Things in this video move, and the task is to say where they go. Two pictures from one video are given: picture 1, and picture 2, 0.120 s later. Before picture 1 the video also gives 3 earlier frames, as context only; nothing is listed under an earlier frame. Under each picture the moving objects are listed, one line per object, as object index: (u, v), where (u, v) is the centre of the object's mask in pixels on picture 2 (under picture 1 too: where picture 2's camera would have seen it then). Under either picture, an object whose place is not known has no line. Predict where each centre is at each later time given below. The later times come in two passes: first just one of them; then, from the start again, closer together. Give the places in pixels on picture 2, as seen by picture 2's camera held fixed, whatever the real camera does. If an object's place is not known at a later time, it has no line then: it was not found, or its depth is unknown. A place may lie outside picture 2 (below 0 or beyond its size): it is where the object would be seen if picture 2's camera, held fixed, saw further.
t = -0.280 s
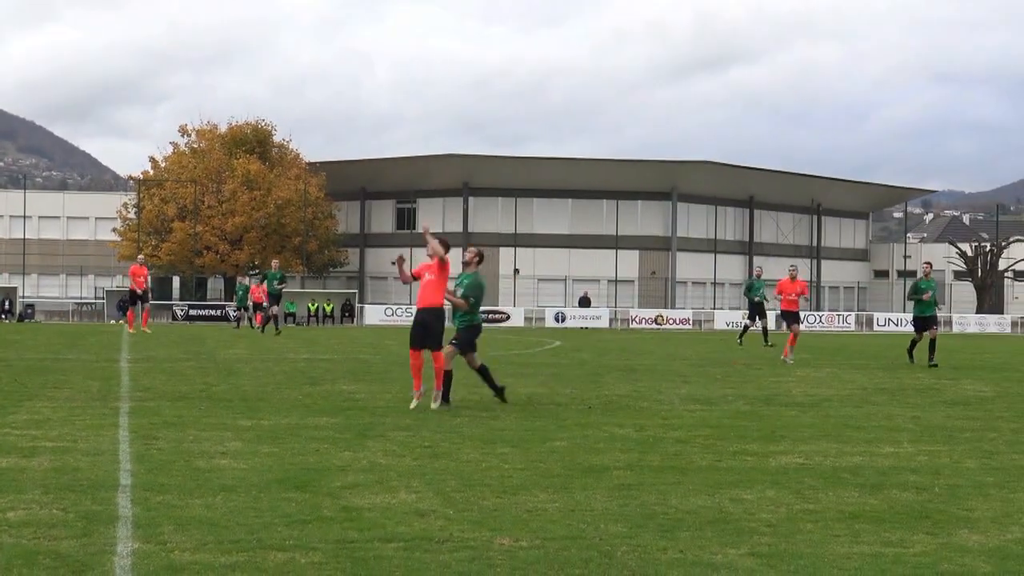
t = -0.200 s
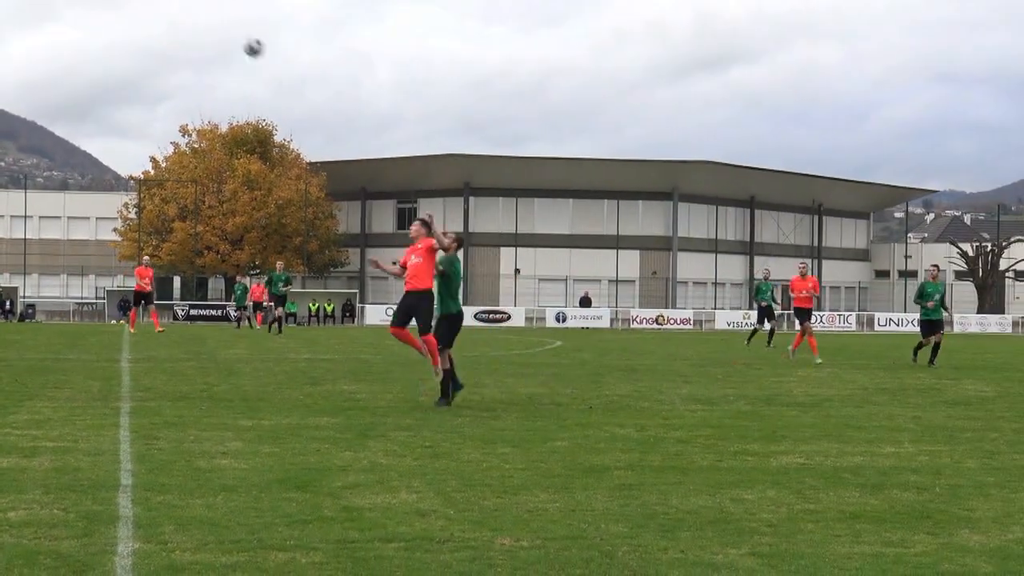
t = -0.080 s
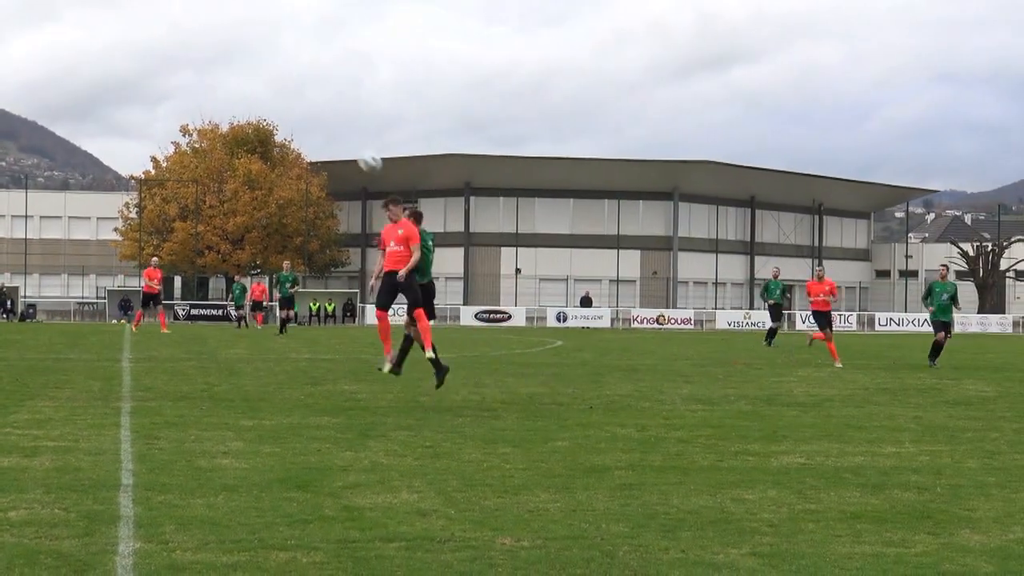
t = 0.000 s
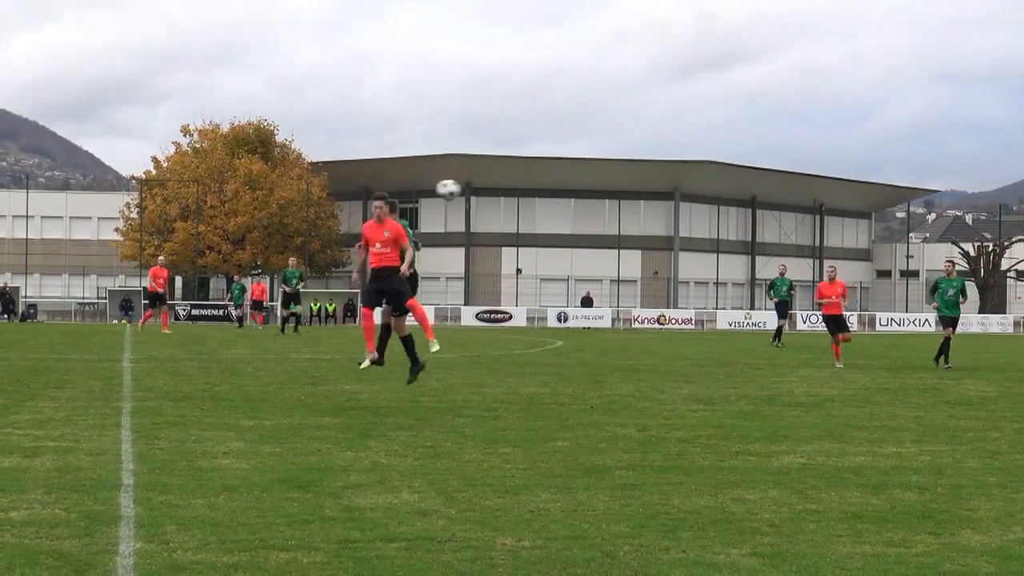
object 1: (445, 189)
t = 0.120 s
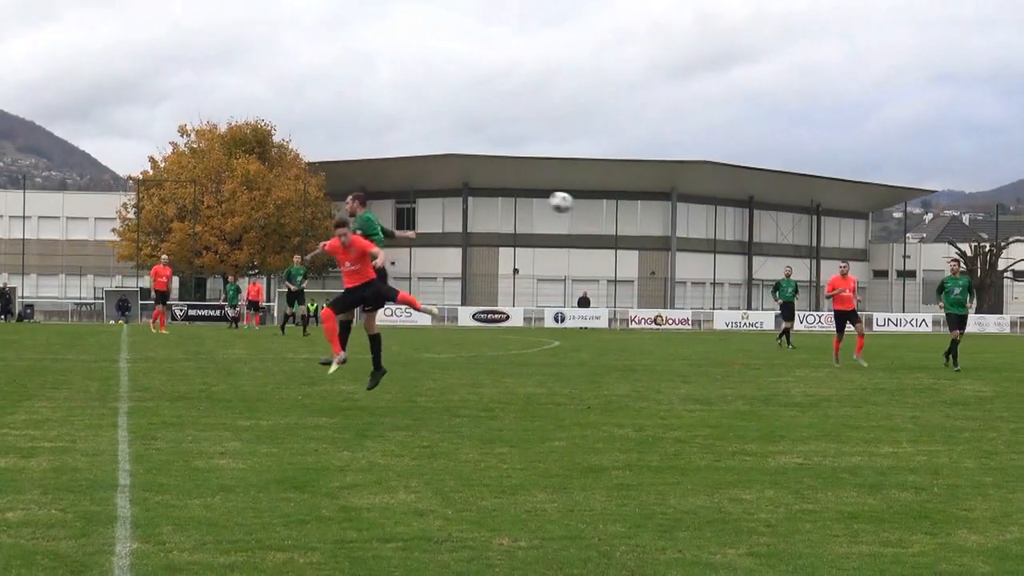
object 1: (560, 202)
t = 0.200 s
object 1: (635, 217)
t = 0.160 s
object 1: (598, 209)
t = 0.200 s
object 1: (635, 217)
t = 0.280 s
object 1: (709, 238)
